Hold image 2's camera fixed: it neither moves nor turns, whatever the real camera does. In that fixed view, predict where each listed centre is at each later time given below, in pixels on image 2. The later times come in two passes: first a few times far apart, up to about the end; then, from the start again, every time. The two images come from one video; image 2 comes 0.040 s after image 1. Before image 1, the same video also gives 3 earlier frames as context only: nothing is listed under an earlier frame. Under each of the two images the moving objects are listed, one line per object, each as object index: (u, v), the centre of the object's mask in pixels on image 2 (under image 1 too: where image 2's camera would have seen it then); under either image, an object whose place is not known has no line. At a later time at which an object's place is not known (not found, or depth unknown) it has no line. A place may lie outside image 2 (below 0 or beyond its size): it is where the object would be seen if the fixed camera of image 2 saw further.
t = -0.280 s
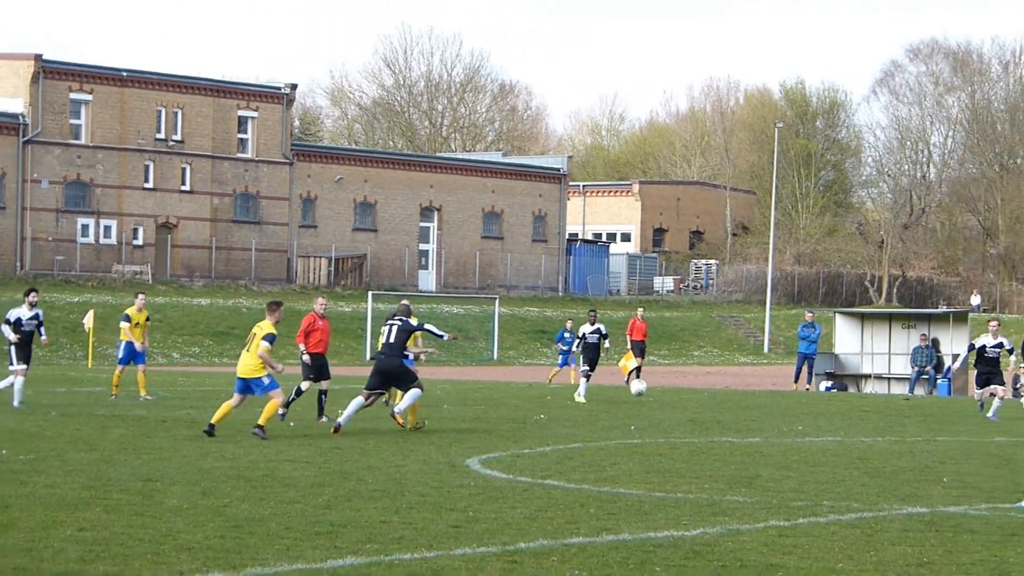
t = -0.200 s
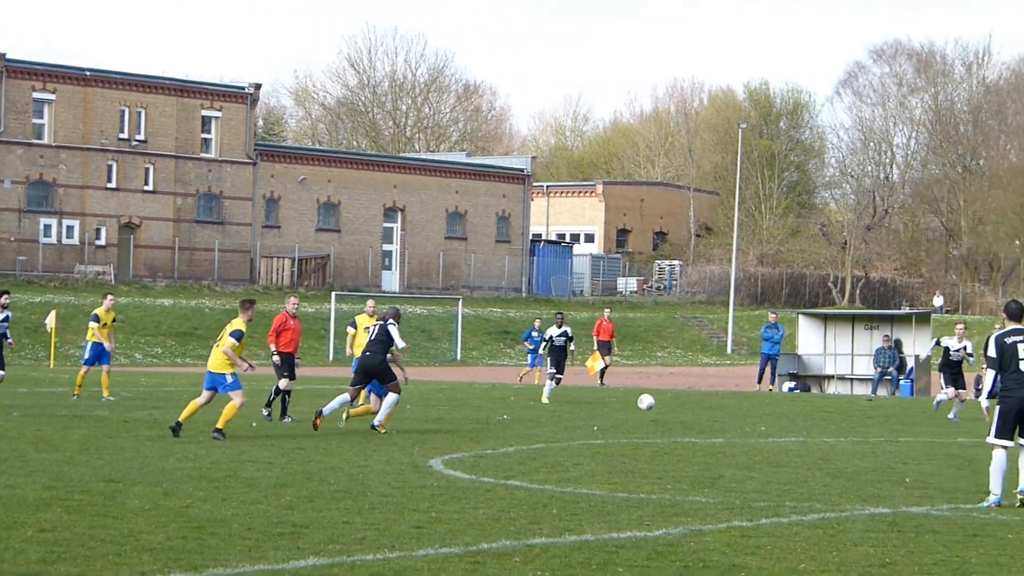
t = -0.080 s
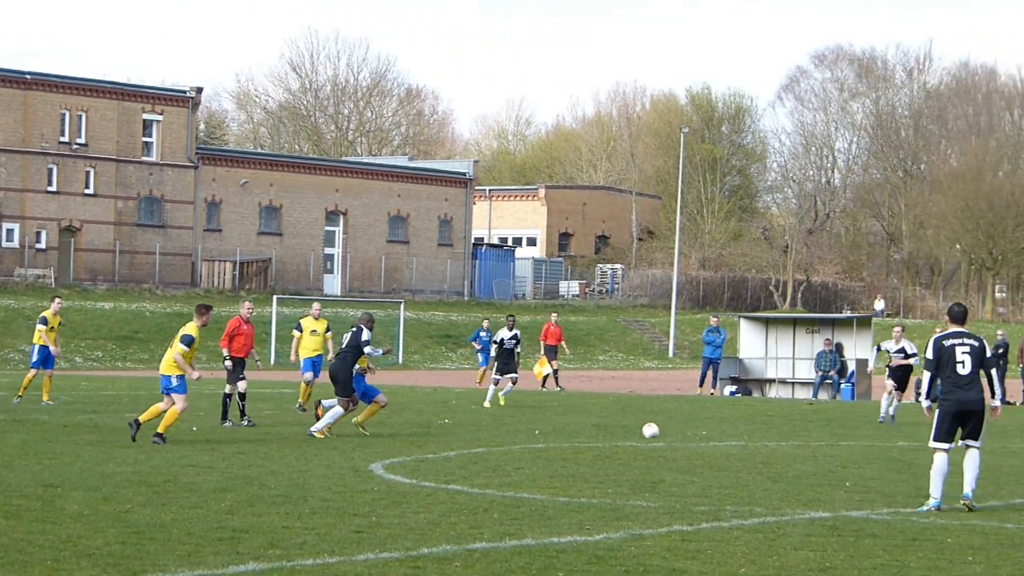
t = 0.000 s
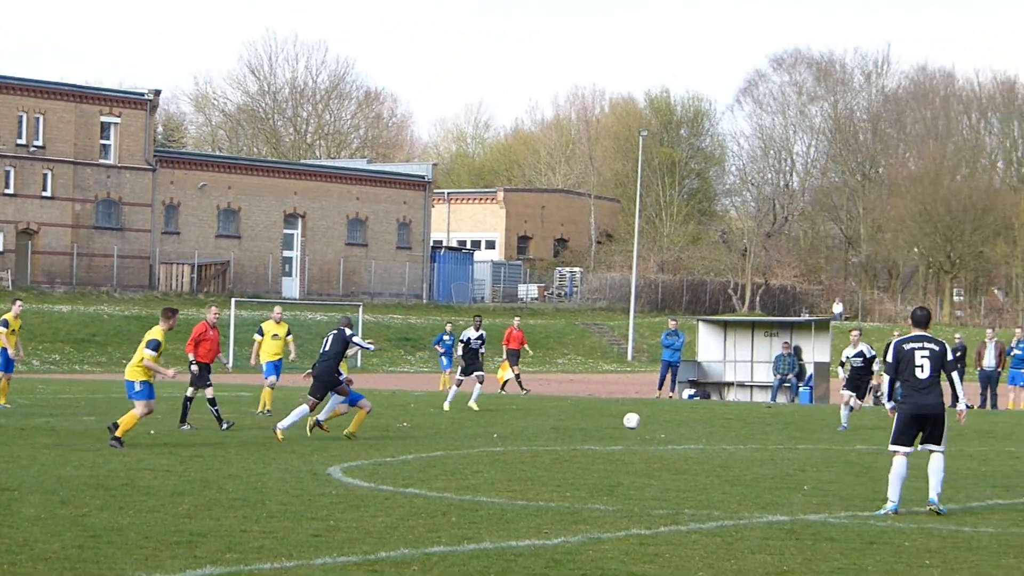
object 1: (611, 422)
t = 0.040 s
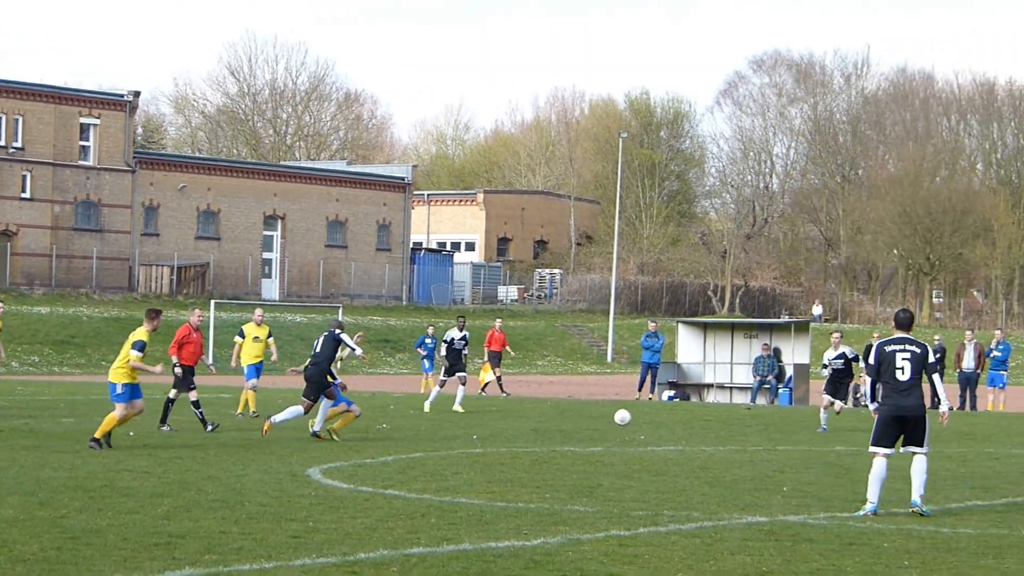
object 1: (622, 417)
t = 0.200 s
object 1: (665, 408)
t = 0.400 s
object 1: (717, 424)
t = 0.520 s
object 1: (742, 429)
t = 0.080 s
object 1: (634, 413)
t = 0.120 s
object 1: (645, 410)
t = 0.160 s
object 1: (655, 409)
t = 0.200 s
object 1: (665, 408)
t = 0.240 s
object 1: (676, 409)
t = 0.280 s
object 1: (687, 411)
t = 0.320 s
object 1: (697, 415)
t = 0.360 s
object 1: (707, 420)
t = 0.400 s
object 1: (717, 424)
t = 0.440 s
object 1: (727, 431)
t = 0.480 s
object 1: (736, 433)
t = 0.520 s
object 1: (742, 429)
